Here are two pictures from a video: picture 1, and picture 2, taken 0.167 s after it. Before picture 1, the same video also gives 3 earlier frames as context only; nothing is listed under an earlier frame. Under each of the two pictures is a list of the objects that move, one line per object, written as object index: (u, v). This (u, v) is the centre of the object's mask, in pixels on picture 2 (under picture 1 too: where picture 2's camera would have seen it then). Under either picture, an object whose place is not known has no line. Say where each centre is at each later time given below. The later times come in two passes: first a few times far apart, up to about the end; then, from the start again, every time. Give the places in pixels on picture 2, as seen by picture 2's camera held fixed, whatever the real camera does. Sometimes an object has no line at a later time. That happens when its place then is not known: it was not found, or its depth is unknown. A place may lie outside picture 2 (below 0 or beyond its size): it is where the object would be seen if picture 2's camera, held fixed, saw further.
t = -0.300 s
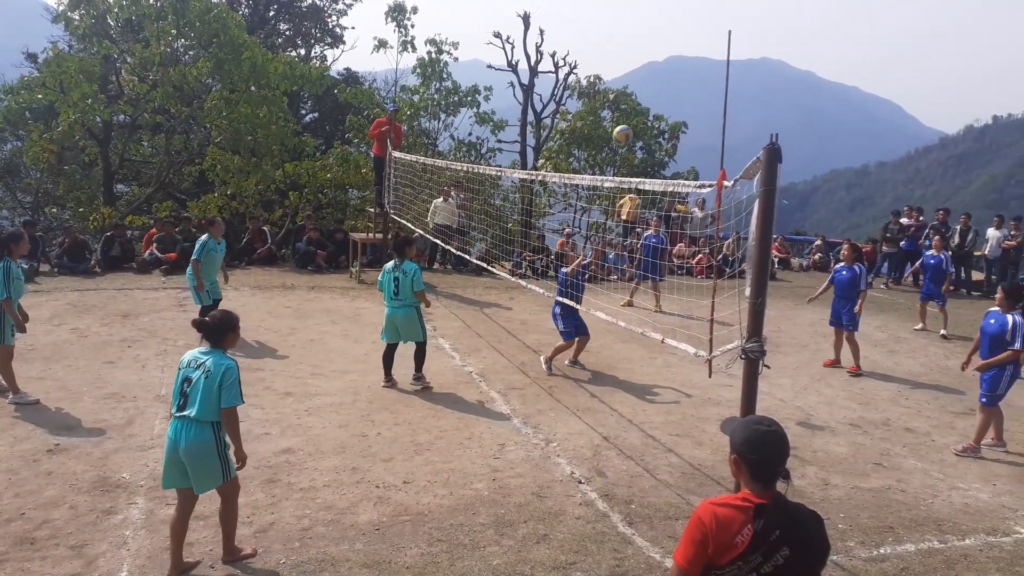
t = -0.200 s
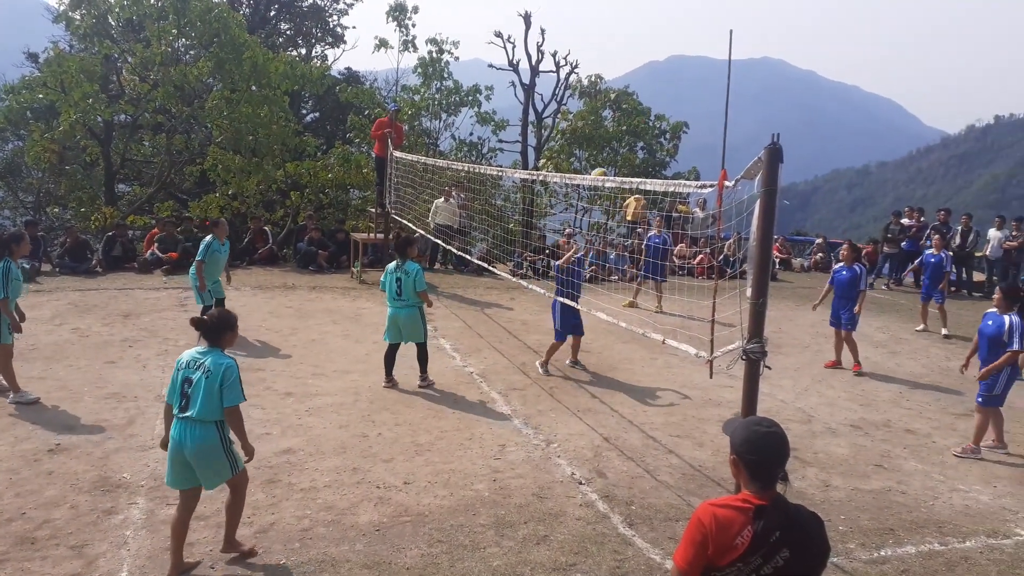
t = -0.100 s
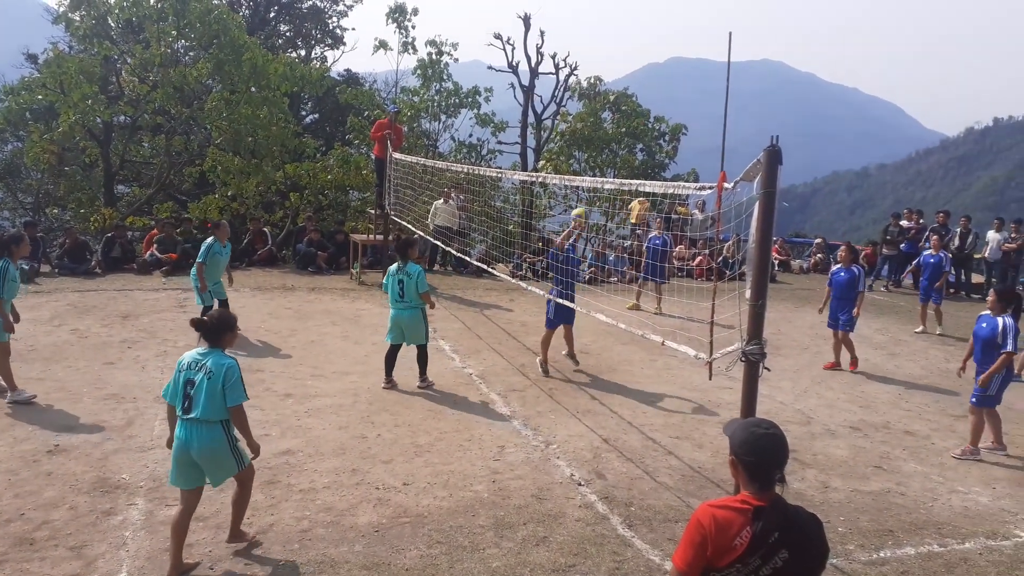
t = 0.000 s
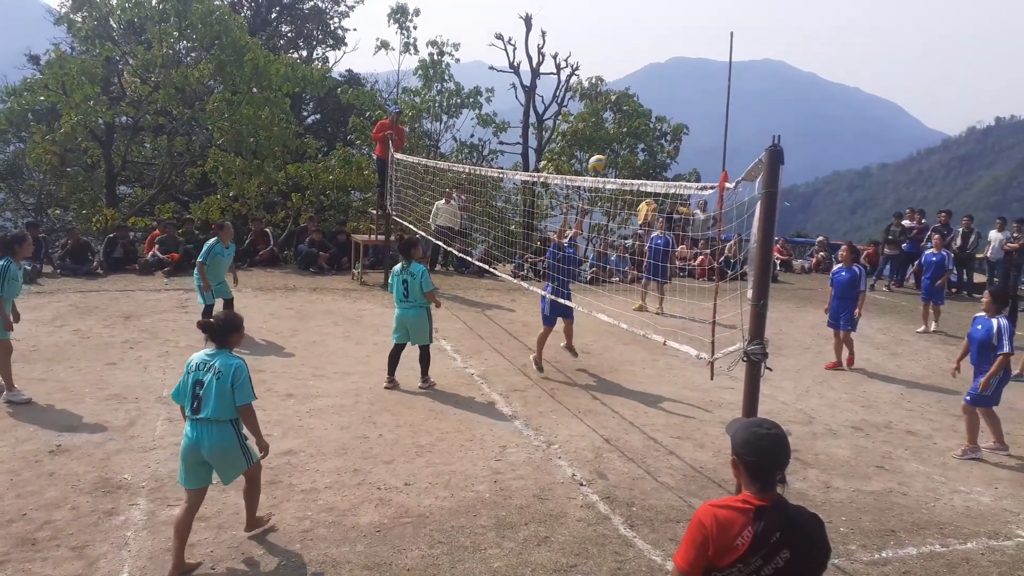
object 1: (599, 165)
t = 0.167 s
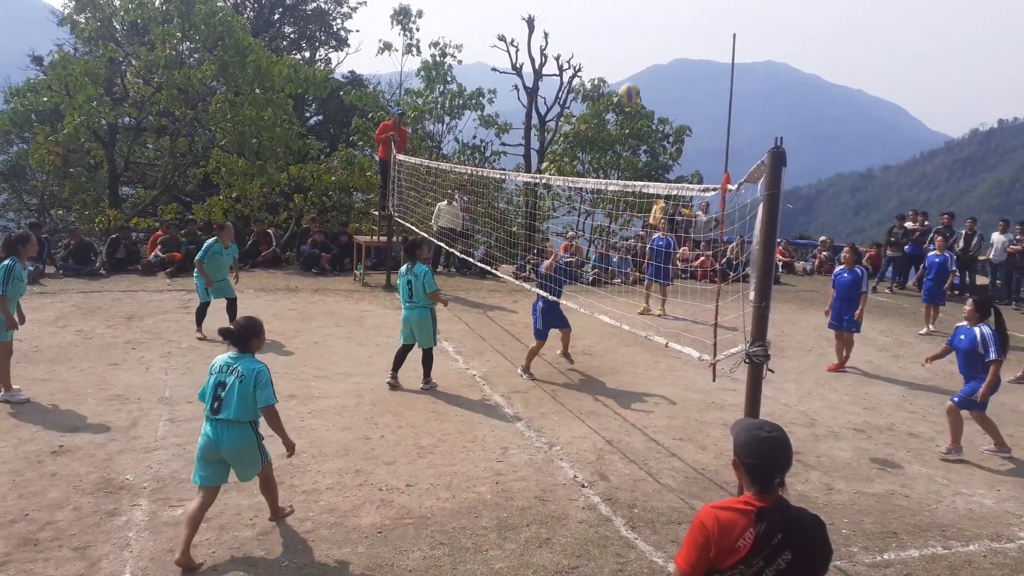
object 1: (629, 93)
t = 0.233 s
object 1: (641, 71)
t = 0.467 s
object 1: (679, 24)
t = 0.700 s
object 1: (715, 35)
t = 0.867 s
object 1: (737, 80)
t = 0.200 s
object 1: (635, 82)
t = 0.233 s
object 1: (641, 71)
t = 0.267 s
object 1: (646, 61)
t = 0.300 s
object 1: (652, 52)
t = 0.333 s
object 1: (658, 44)
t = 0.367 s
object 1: (663, 37)
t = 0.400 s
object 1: (669, 32)
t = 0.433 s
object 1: (674, 28)
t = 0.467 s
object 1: (679, 24)
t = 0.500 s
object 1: (685, 22)
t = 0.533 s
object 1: (690, 21)
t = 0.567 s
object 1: (695, 21)
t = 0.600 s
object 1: (700, 22)
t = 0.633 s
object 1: (705, 25)
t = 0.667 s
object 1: (710, 29)
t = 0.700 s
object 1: (715, 35)
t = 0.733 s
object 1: (720, 41)
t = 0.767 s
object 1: (723, 49)
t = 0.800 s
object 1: (726, 58)
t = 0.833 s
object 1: (727, 69)
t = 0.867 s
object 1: (737, 80)
